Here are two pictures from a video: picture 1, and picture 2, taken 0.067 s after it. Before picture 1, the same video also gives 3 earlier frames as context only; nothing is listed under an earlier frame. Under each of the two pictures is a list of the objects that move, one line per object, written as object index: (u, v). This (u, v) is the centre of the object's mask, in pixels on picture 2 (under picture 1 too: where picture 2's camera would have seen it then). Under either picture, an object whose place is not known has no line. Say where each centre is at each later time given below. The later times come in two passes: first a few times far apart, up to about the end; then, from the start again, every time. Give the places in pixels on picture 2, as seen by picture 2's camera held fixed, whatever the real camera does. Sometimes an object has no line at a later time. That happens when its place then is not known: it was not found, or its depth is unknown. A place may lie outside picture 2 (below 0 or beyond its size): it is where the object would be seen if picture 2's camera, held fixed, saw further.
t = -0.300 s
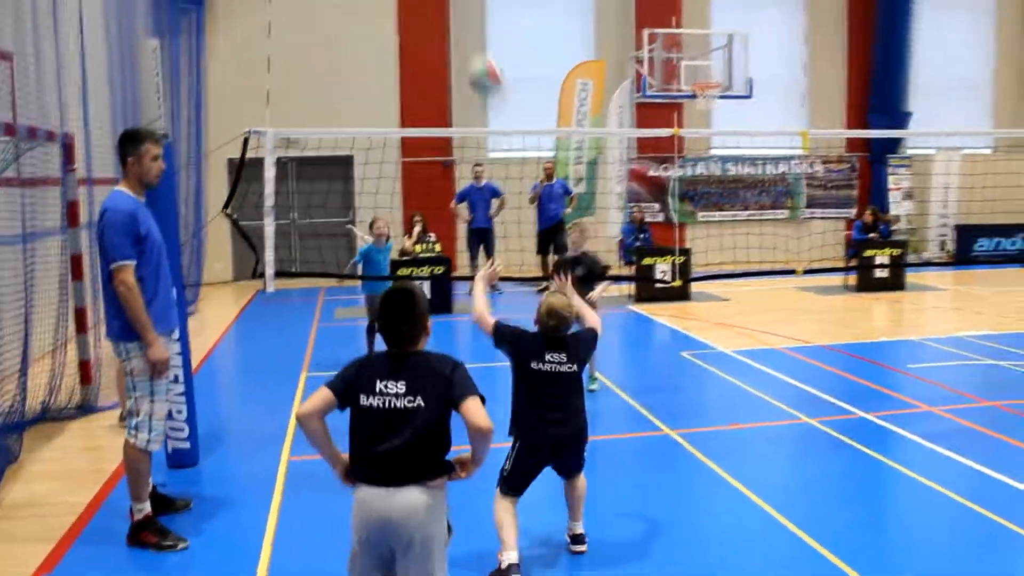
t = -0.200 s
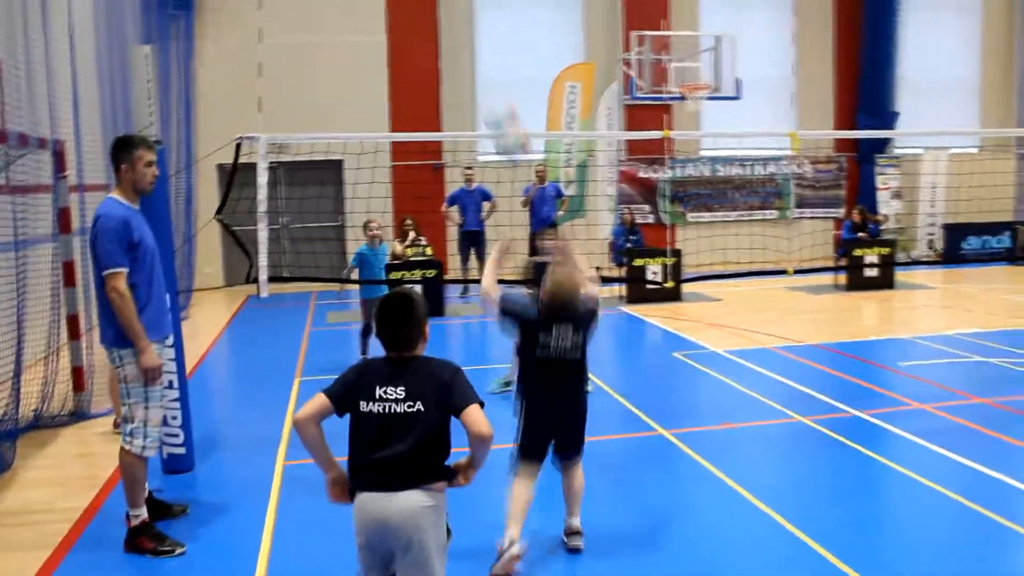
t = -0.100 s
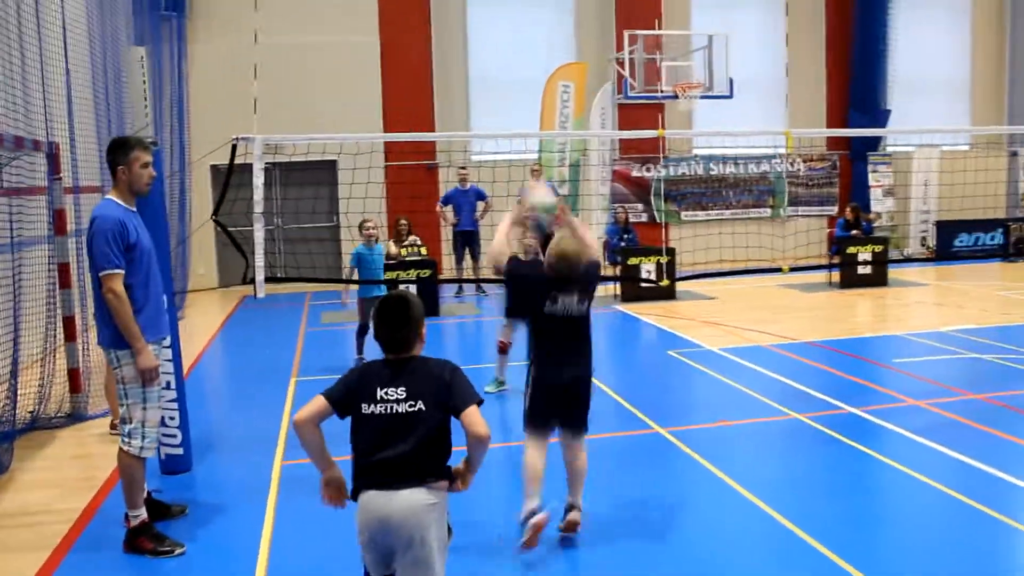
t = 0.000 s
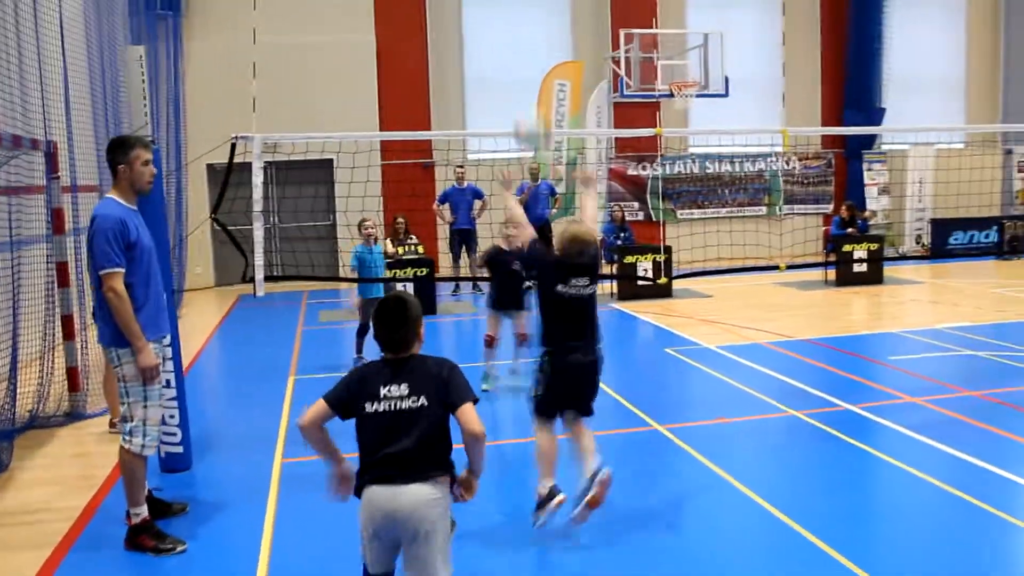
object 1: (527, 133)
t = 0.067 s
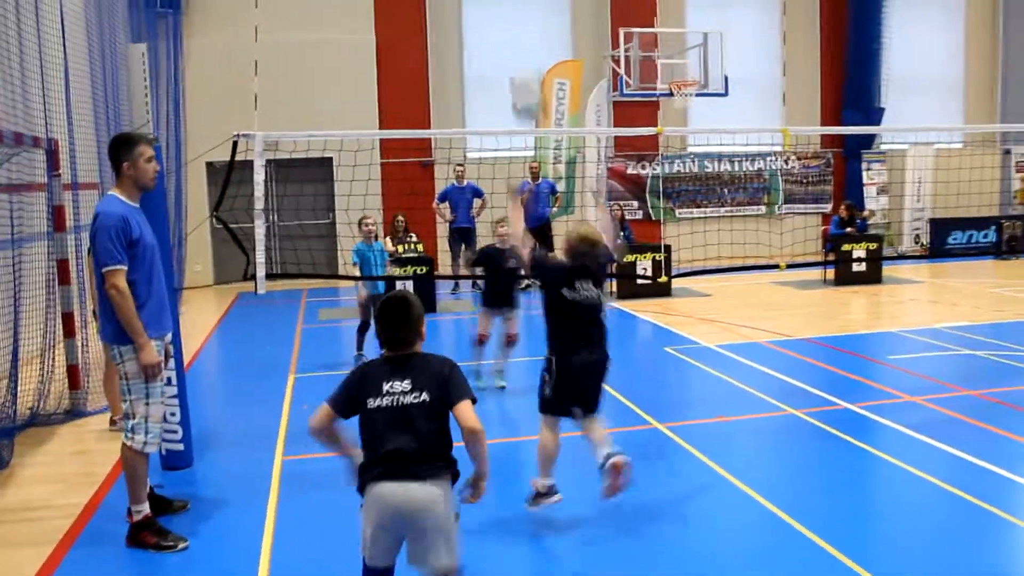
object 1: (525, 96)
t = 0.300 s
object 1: (519, 27)
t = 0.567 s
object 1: (515, 64)
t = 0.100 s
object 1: (527, 77)
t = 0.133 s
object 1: (526, 65)
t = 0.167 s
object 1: (524, 51)
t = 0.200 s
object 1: (523, 43)
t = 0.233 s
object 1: (521, 35)
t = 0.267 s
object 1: (520, 30)
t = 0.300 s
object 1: (519, 27)
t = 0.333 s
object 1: (519, 25)
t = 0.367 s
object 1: (518, 26)
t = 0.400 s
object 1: (517, 29)
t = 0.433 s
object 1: (517, 33)
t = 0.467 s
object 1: (516, 37)
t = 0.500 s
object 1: (516, 44)
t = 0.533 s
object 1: (515, 54)
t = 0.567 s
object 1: (515, 64)
